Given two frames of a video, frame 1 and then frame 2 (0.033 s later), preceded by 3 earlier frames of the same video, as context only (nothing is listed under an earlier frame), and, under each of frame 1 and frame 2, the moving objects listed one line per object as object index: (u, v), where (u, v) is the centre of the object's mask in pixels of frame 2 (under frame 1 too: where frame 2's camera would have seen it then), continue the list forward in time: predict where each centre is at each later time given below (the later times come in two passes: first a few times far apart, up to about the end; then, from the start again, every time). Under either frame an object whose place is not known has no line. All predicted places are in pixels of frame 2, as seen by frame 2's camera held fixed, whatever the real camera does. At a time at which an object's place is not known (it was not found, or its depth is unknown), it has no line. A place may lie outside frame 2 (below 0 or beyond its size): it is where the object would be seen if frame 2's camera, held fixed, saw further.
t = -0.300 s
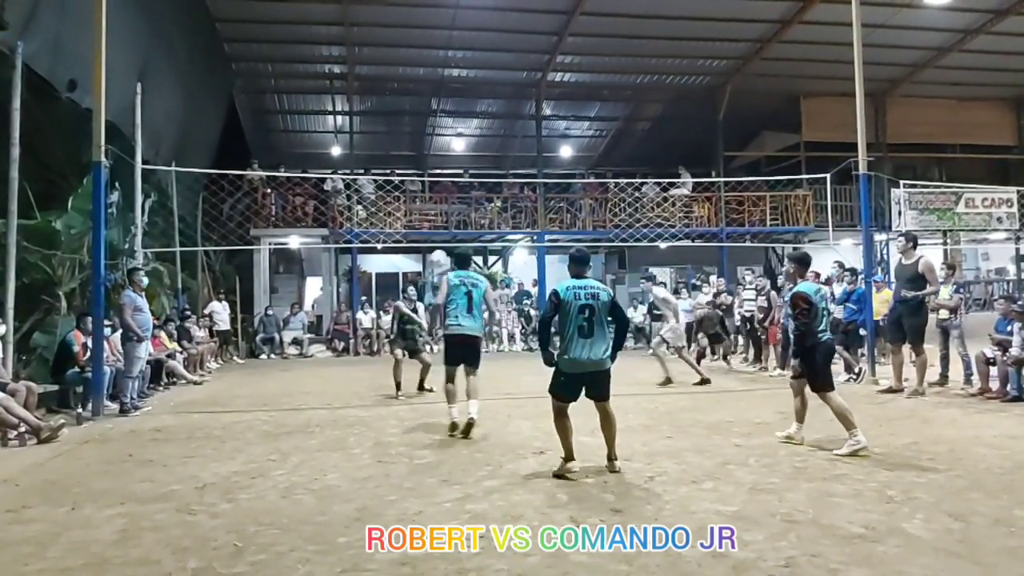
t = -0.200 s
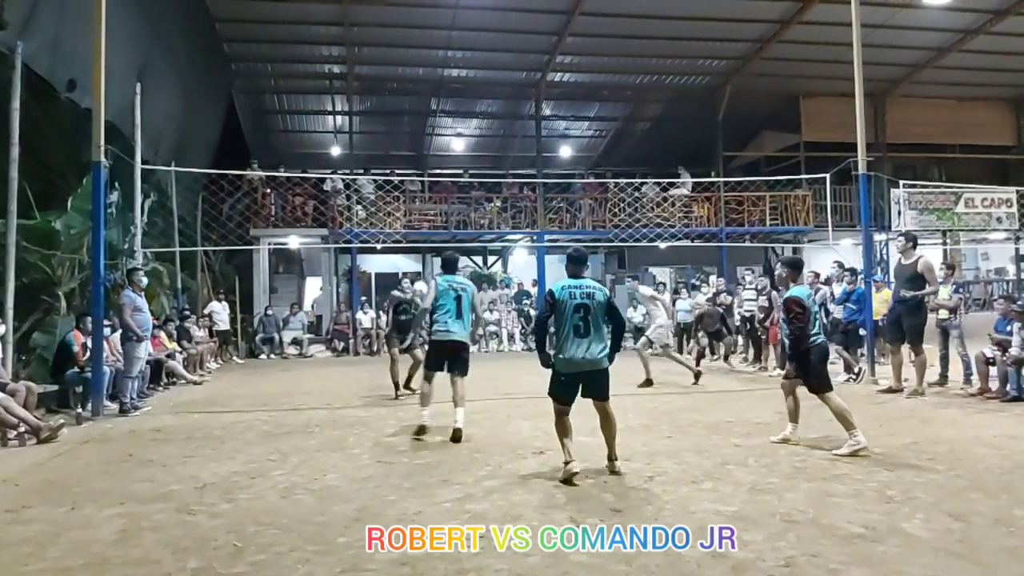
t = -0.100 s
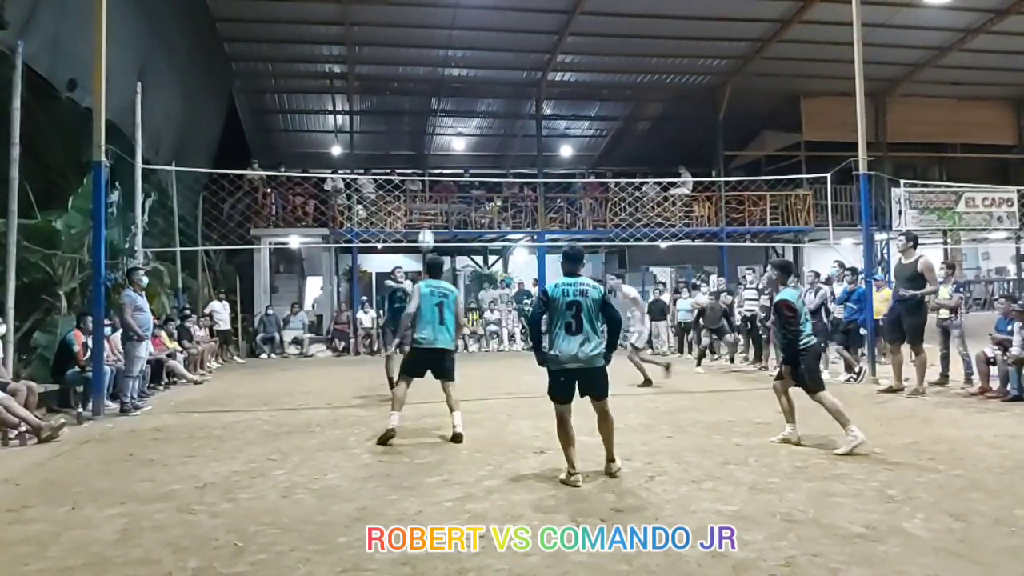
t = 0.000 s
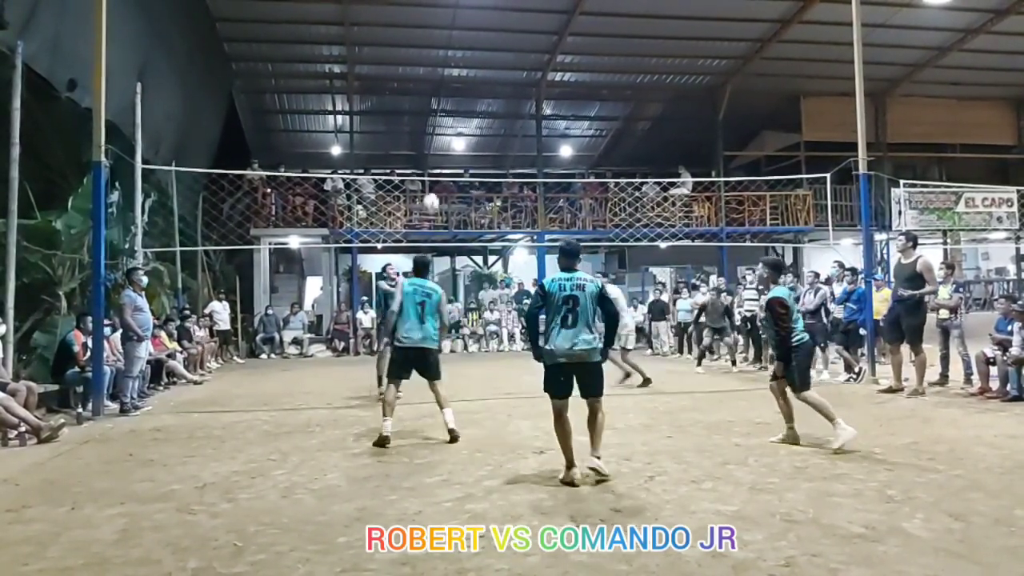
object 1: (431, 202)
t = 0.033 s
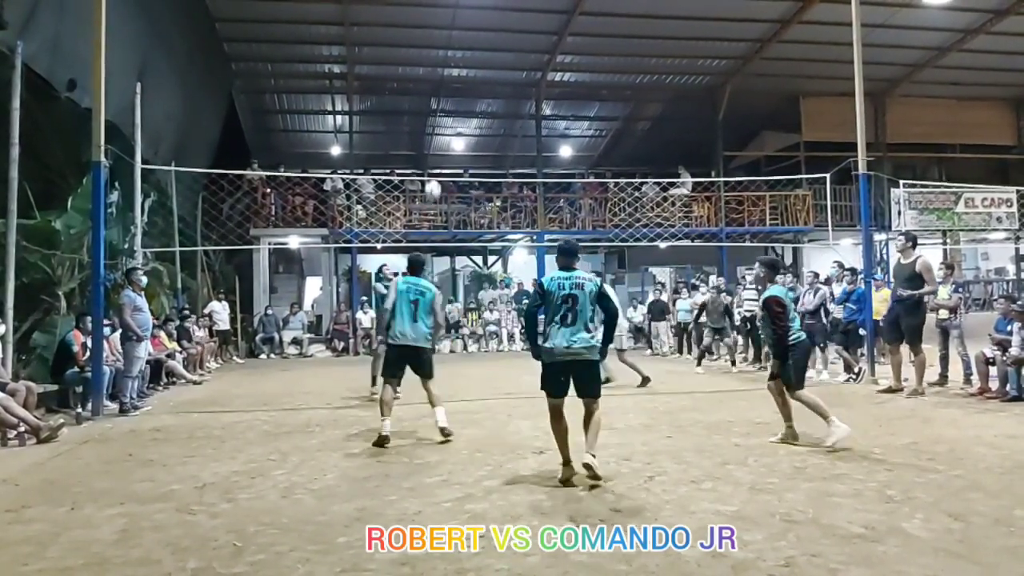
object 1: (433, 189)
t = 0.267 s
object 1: (449, 118)
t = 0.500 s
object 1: (466, 89)
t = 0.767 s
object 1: (485, 103)
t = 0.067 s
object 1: (435, 177)
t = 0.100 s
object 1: (437, 164)
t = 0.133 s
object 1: (438, 159)
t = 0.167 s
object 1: (442, 143)
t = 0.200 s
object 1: (443, 134)
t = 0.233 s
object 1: (445, 125)
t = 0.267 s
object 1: (449, 118)
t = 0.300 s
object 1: (451, 111)
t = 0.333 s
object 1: (453, 107)
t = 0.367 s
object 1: (457, 98)
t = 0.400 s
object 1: (459, 94)
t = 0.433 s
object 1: (461, 92)
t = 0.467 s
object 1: (464, 90)
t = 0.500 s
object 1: (466, 89)
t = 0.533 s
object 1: (469, 88)
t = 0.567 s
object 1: (472, 88)
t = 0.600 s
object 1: (474, 89)
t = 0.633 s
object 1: (476, 91)
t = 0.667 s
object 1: (478, 91)
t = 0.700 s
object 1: (480, 95)
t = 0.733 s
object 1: (483, 99)
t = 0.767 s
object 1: (485, 103)
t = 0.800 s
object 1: (486, 106)
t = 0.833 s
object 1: (491, 114)
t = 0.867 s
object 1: (493, 121)
